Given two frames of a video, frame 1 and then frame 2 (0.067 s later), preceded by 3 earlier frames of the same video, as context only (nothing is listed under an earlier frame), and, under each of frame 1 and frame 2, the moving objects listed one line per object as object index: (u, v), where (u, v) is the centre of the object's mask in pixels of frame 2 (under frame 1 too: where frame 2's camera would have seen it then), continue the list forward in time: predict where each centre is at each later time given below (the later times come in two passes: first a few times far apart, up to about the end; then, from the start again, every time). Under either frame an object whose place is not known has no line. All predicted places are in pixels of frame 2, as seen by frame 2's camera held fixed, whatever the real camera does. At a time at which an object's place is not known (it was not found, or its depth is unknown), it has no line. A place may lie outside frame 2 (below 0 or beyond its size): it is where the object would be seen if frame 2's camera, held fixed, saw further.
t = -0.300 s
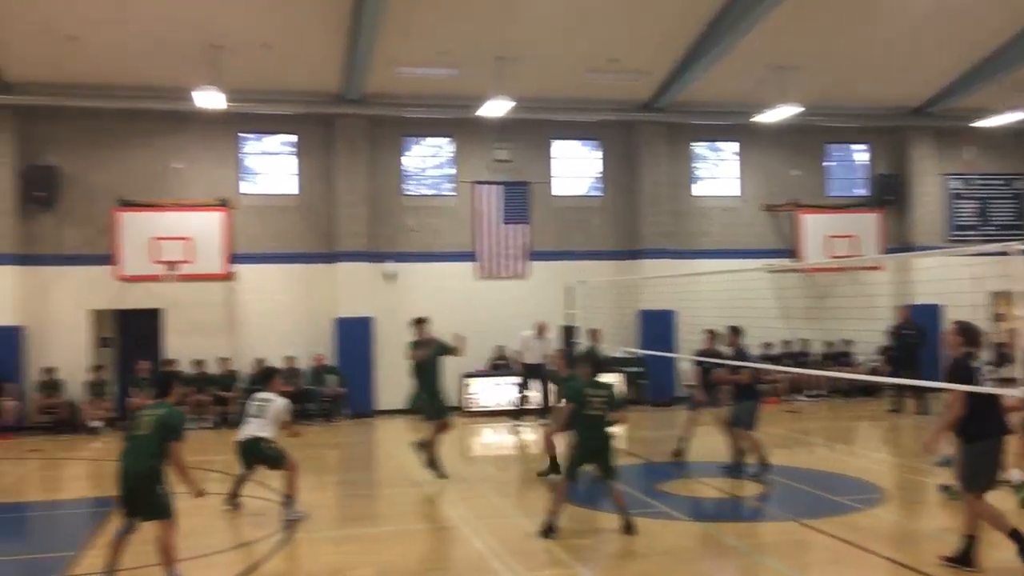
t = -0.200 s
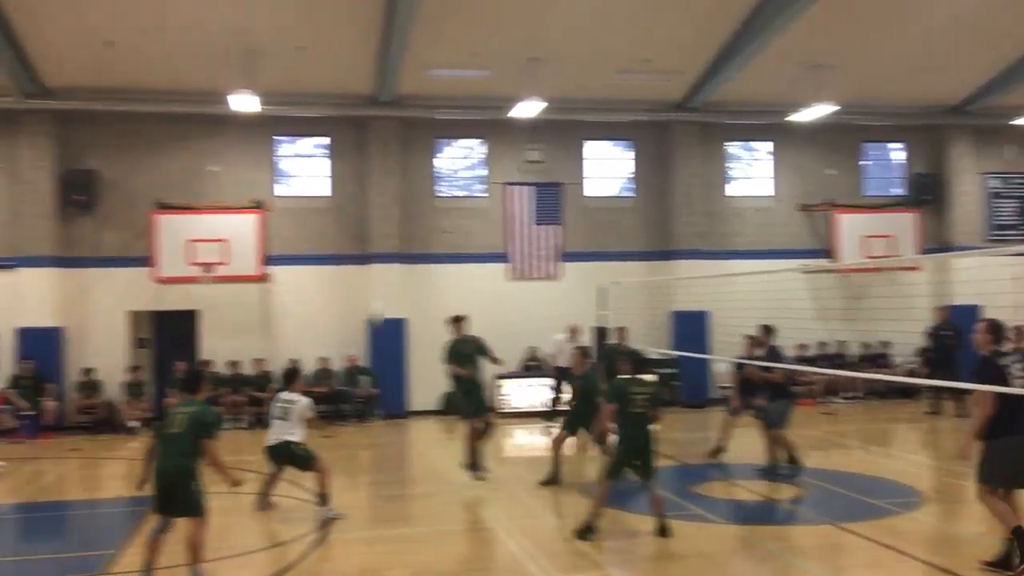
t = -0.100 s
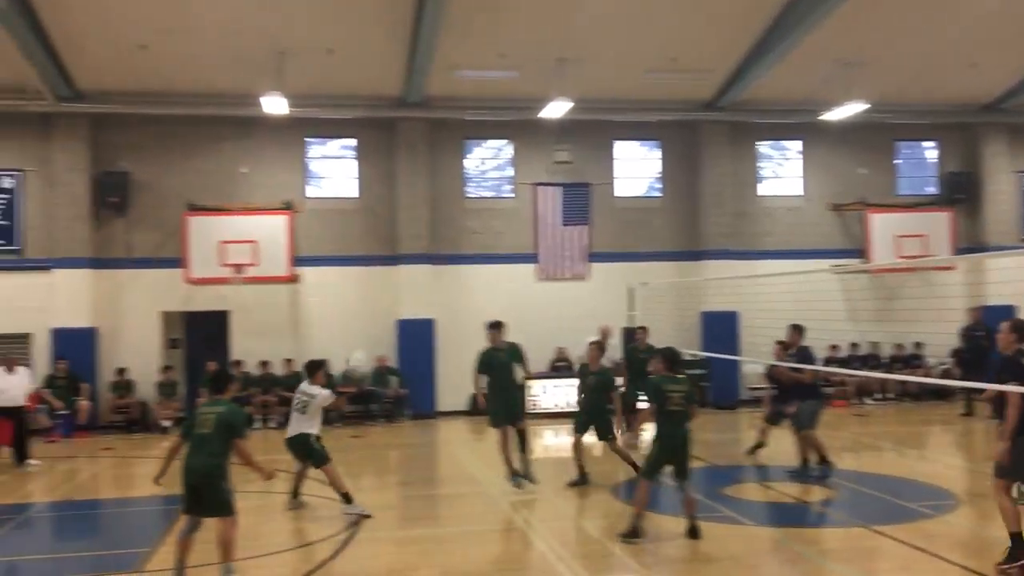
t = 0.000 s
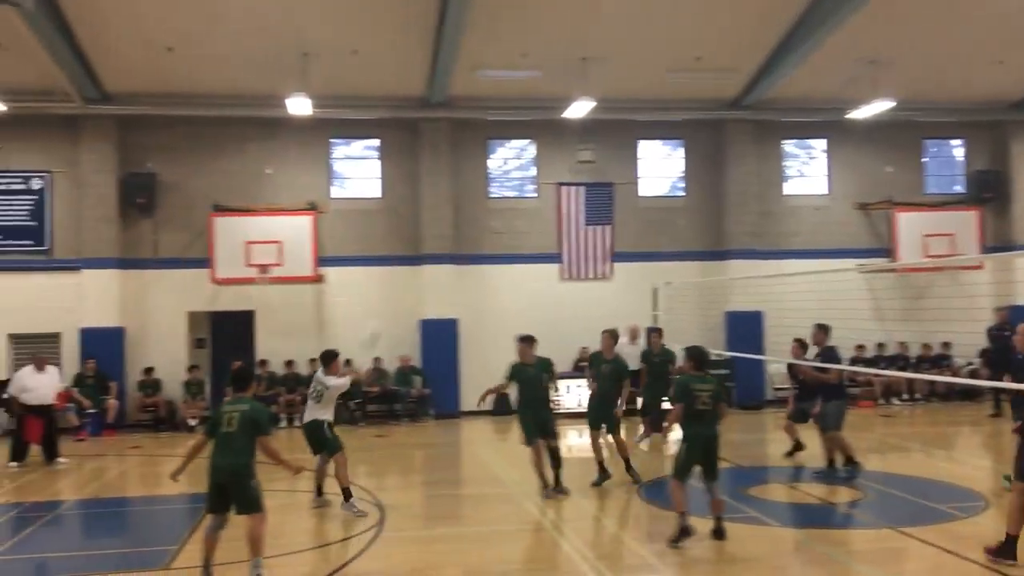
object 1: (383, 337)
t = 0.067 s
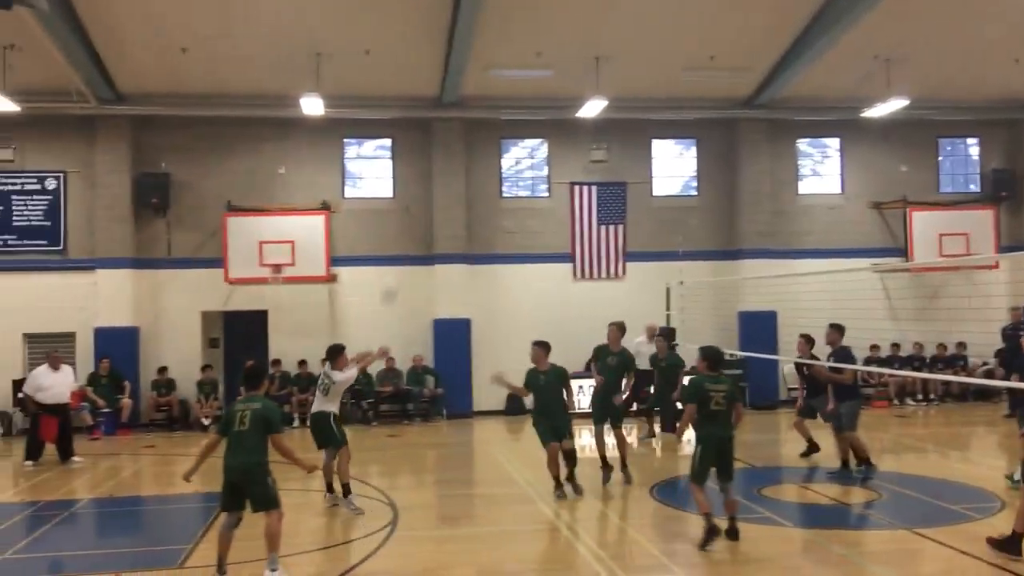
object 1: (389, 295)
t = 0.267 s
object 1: (410, 170)
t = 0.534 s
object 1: (437, 65)
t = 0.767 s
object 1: (464, 25)
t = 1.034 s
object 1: (499, 41)
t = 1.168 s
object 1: (517, 79)
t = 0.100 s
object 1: (393, 266)
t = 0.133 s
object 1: (396, 245)
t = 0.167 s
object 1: (400, 224)
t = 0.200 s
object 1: (403, 205)
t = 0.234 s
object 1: (407, 187)
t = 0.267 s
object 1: (410, 170)
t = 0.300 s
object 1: (414, 155)
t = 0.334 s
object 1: (417, 140)
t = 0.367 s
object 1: (420, 125)
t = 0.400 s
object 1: (424, 112)
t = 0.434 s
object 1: (427, 98)
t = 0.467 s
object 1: (431, 86)
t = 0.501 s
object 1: (435, 75)
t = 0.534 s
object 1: (437, 65)
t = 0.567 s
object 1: (441, 57)
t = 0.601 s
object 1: (444, 49)
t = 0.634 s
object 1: (448, 42)
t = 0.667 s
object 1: (452, 36)
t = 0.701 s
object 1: (456, 31)
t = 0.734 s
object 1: (460, 28)
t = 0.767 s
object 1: (464, 25)
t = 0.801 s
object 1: (467, 23)
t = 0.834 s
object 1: (471, 22)
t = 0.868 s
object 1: (476, 23)
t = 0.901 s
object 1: (480, 24)
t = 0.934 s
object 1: (485, 25)
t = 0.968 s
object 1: (490, 30)
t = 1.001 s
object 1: (494, 35)
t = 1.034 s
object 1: (499, 41)
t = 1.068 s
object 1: (503, 48)
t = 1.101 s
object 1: (508, 57)
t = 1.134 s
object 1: (513, 67)
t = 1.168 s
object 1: (517, 79)
